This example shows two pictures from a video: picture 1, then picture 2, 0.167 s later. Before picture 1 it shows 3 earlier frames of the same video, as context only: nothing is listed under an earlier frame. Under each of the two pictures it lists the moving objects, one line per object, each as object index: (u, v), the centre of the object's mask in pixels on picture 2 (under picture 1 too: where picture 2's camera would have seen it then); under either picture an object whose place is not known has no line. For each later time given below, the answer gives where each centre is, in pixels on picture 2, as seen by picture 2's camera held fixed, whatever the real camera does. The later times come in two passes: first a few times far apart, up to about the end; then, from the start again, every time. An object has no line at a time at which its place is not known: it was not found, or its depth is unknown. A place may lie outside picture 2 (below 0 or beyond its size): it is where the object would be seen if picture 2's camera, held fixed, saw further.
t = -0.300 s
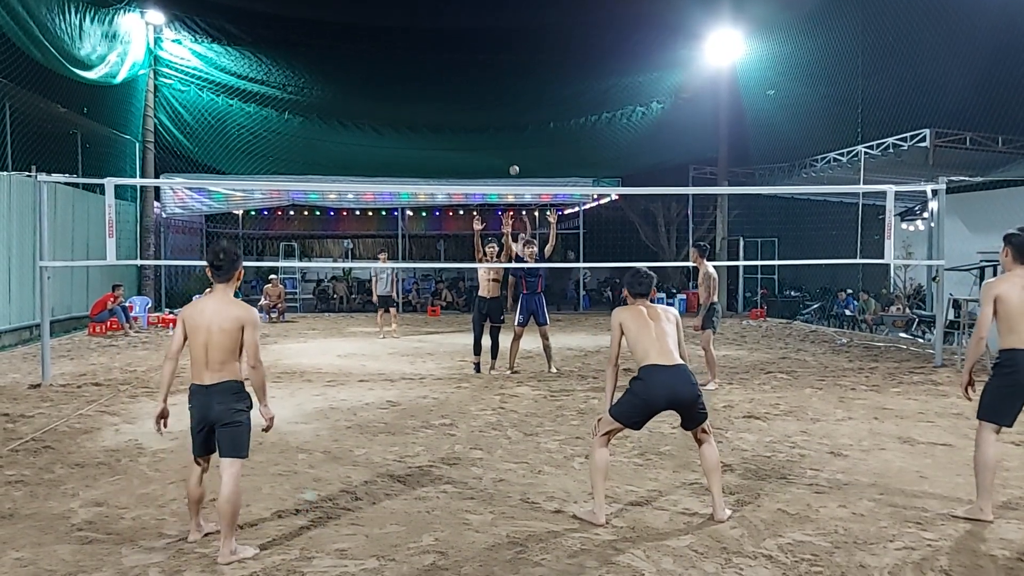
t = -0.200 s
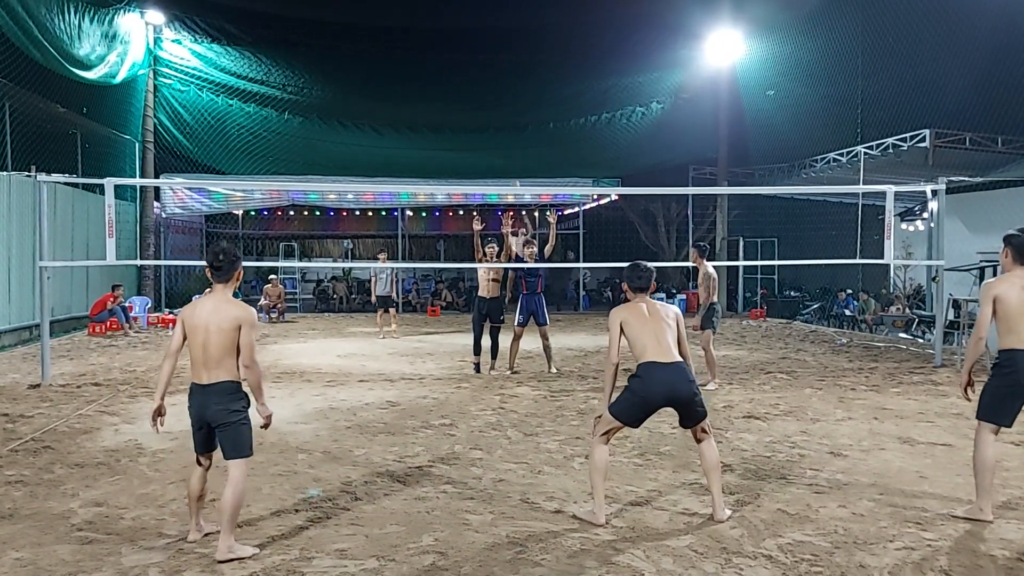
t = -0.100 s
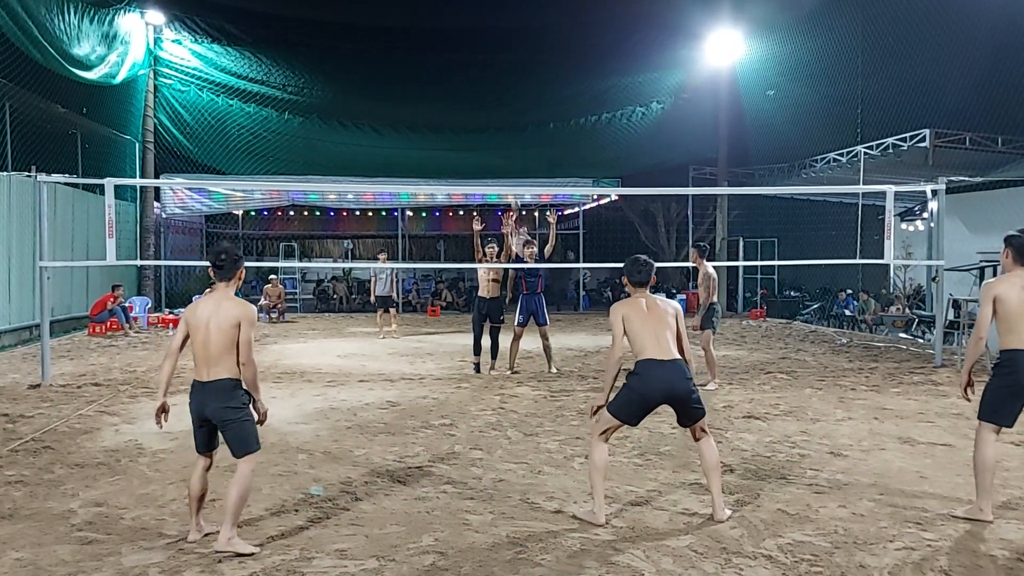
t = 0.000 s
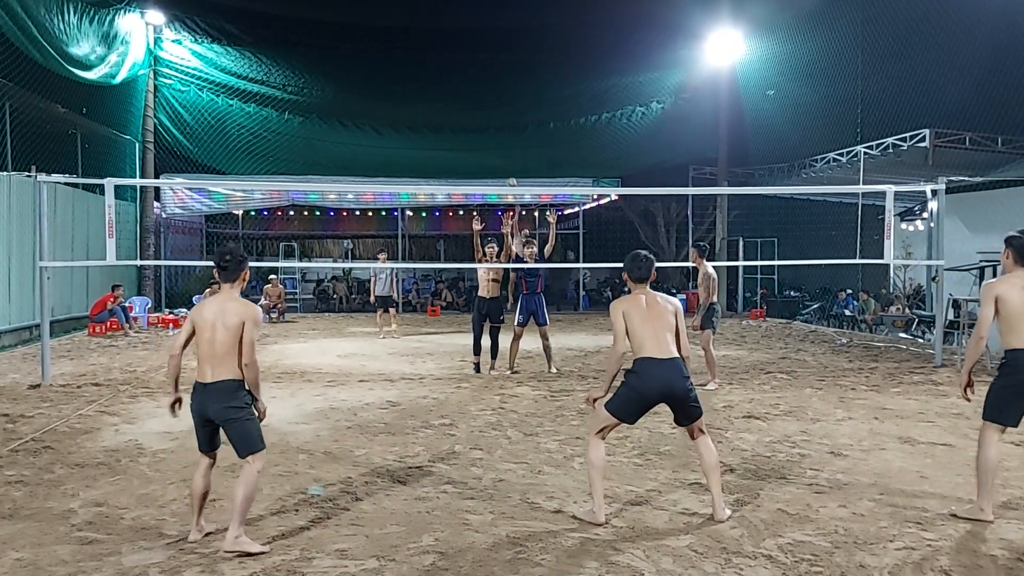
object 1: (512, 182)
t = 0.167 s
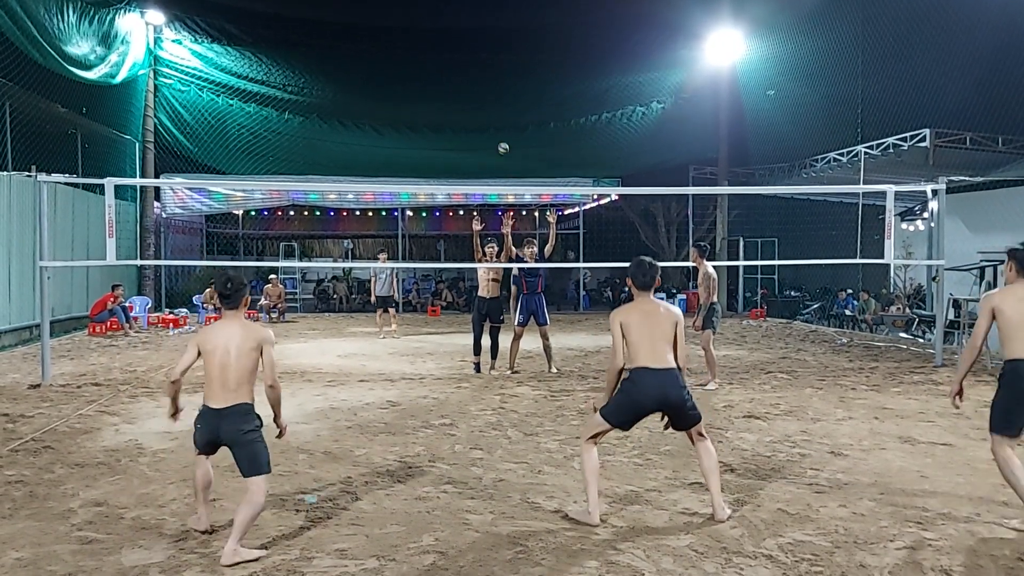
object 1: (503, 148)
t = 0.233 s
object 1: (500, 137)
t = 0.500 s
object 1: (482, 113)
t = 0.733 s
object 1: (464, 129)
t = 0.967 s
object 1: (441, 199)
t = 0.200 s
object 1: (501, 142)
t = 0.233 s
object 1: (500, 137)
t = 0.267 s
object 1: (498, 132)
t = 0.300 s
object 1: (495, 128)
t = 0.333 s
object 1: (494, 124)
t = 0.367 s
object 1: (491, 121)
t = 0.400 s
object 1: (489, 118)
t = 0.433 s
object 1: (487, 116)
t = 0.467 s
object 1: (484, 114)
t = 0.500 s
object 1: (482, 113)
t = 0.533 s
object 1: (480, 113)
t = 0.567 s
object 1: (477, 114)
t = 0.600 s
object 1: (475, 115)
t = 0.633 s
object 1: (472, 118)
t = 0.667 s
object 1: (469, 121)
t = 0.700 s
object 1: (467, 124)
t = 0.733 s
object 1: (464, 129)
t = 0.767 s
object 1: (461, 136)
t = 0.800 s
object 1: (458, 143)
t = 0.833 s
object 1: (454, 151)
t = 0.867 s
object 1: (451, 161)
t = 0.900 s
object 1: (448, 170)
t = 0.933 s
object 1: (445, 180)
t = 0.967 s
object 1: (441, 199)
